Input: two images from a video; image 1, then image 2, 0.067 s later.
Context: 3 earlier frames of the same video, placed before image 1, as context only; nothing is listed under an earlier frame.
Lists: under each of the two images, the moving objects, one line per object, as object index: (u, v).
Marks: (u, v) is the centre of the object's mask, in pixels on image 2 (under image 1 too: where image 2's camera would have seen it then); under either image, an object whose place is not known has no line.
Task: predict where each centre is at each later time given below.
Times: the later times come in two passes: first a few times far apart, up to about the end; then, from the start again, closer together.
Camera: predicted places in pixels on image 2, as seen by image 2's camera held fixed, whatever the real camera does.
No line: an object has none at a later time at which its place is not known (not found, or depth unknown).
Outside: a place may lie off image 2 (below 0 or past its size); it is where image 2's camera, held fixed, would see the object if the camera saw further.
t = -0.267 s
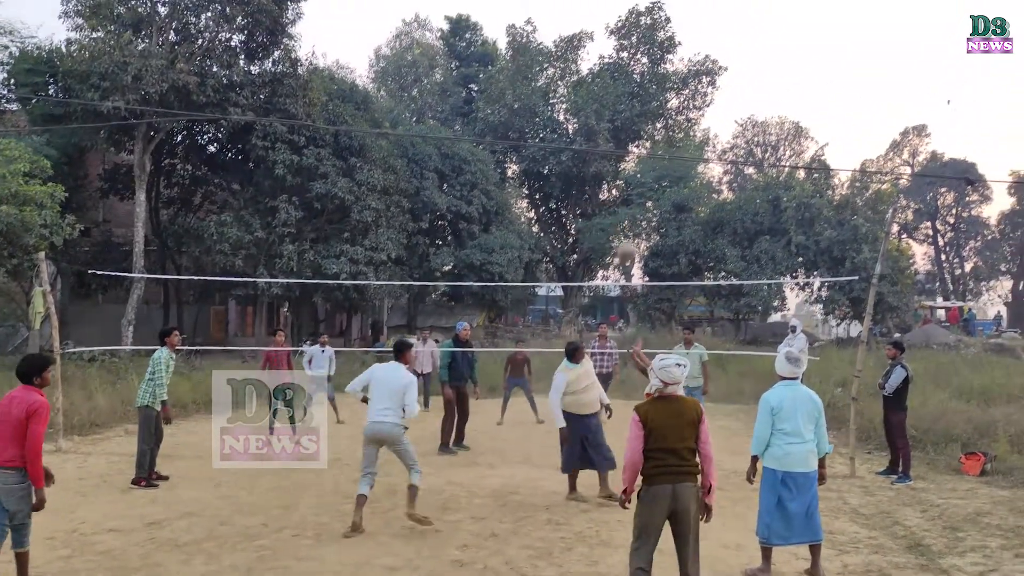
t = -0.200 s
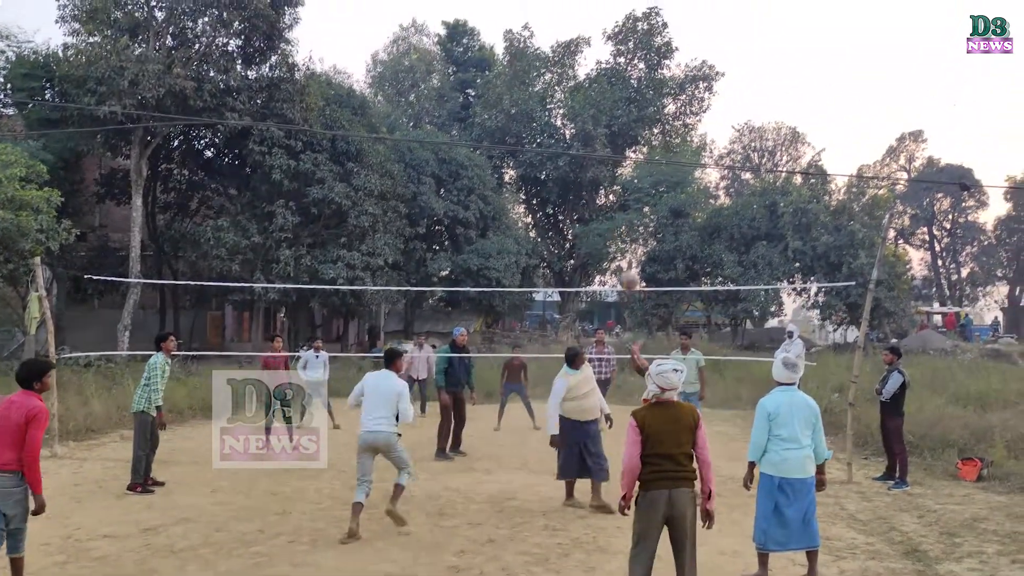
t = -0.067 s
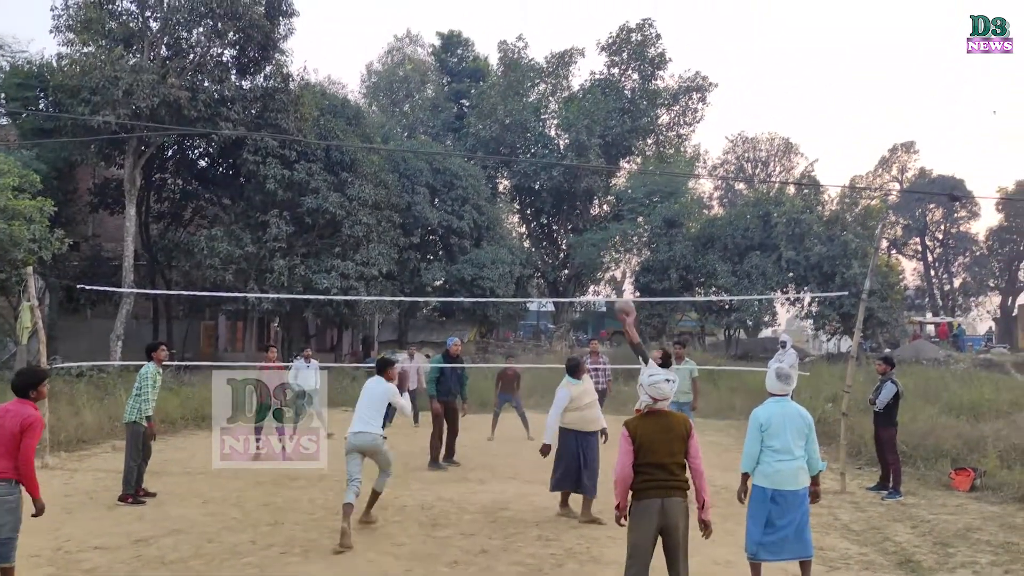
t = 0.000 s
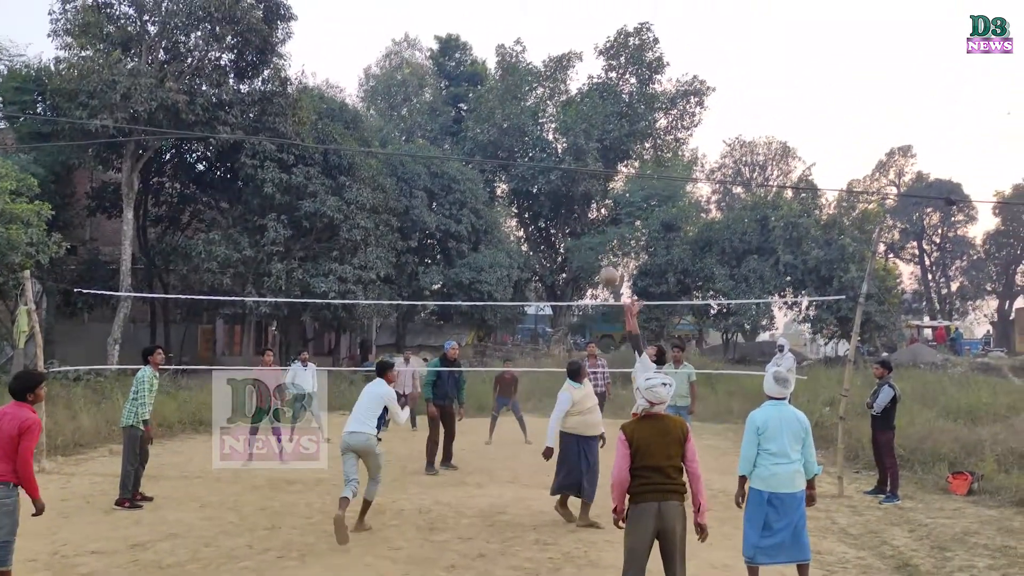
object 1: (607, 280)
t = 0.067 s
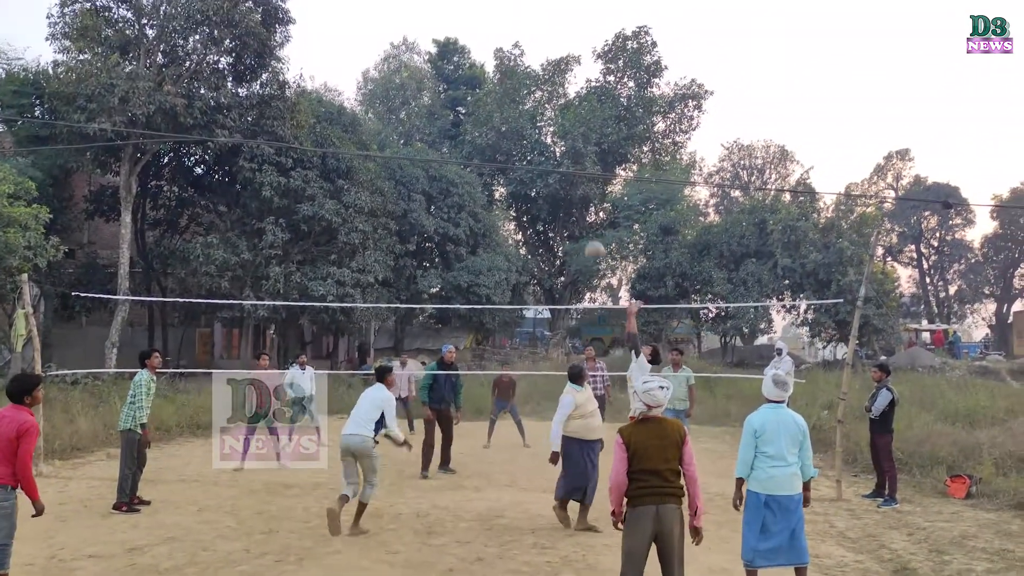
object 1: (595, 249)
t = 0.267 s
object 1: (557, 189)
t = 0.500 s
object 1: (515, 159)
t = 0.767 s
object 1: (468, 186)
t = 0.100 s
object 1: (589, 238)
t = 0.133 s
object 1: (582, 226)
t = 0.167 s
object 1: (576, 216)
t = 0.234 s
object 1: (563, 197)
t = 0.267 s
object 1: (557, 189)
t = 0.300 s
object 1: (551, 182)
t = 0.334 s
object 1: (544, 177)
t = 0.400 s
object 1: (533, 168)
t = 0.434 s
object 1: (527, 162)
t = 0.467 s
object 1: (521, 161)
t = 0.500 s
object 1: (515, 159)
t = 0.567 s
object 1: (504, 159)
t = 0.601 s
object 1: (497, 164)
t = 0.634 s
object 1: (491, 167)
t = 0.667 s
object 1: (486, 170)
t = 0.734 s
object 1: (474, 180)
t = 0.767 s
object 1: (468, 186)
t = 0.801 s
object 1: (462, 195)
